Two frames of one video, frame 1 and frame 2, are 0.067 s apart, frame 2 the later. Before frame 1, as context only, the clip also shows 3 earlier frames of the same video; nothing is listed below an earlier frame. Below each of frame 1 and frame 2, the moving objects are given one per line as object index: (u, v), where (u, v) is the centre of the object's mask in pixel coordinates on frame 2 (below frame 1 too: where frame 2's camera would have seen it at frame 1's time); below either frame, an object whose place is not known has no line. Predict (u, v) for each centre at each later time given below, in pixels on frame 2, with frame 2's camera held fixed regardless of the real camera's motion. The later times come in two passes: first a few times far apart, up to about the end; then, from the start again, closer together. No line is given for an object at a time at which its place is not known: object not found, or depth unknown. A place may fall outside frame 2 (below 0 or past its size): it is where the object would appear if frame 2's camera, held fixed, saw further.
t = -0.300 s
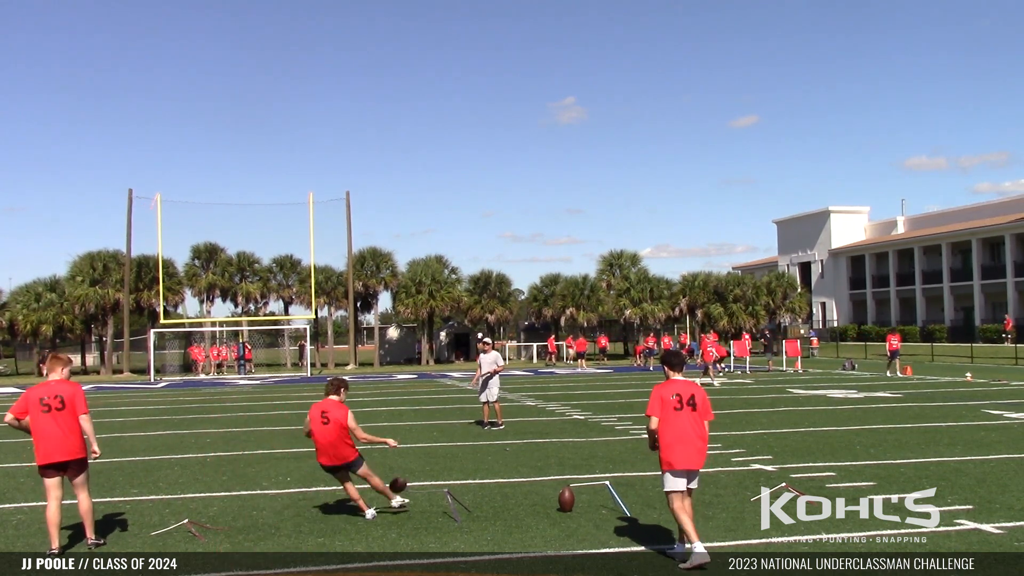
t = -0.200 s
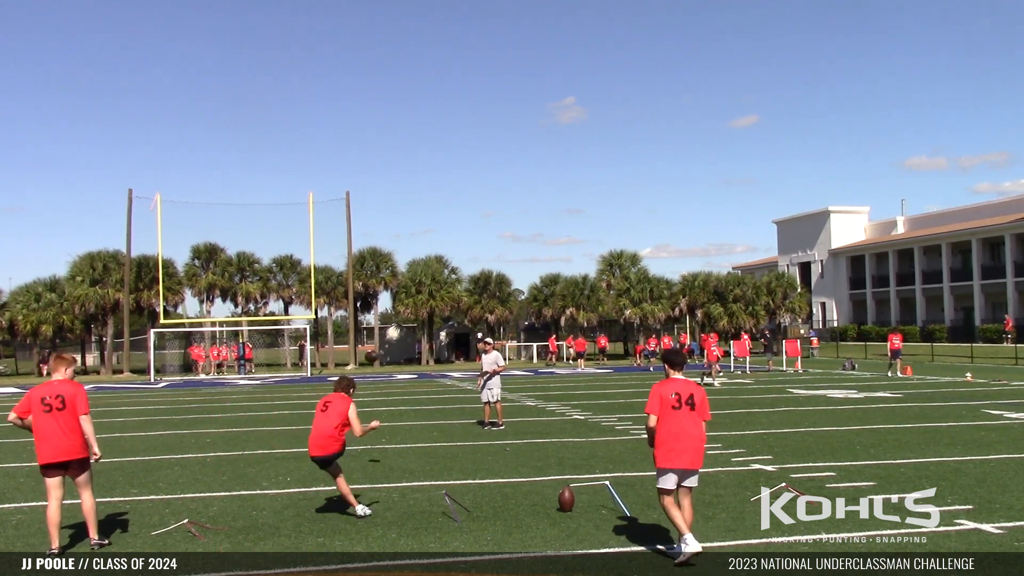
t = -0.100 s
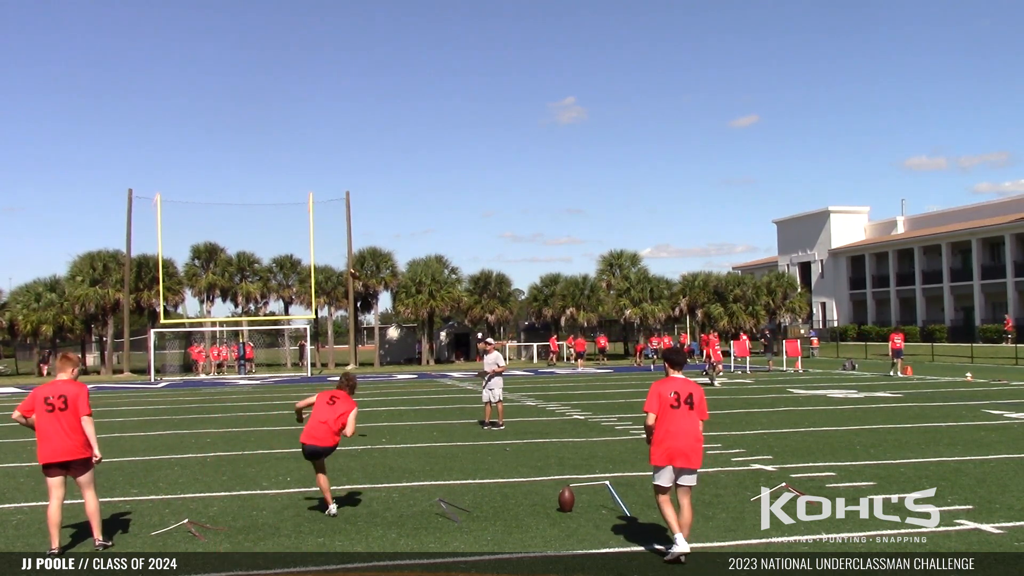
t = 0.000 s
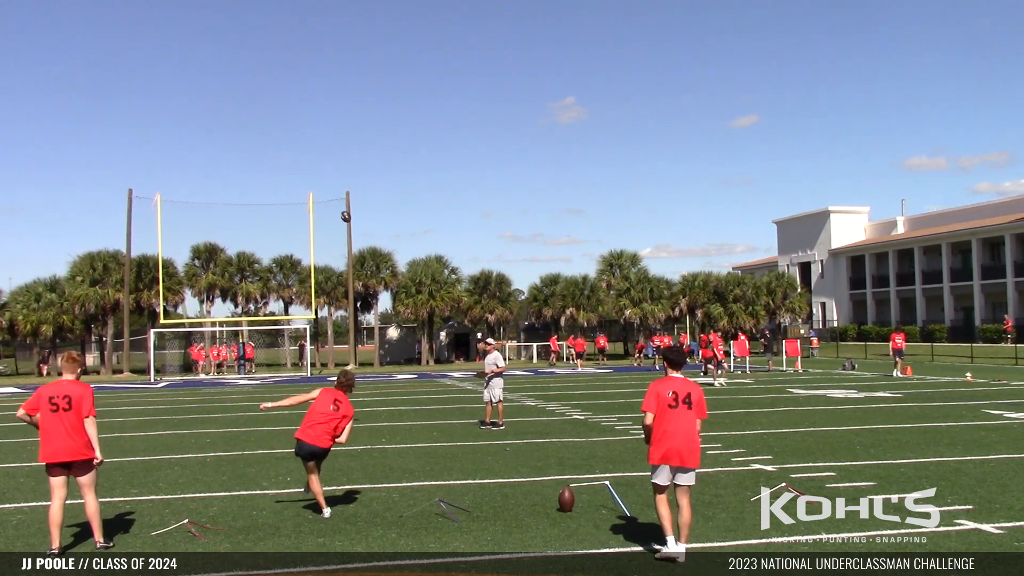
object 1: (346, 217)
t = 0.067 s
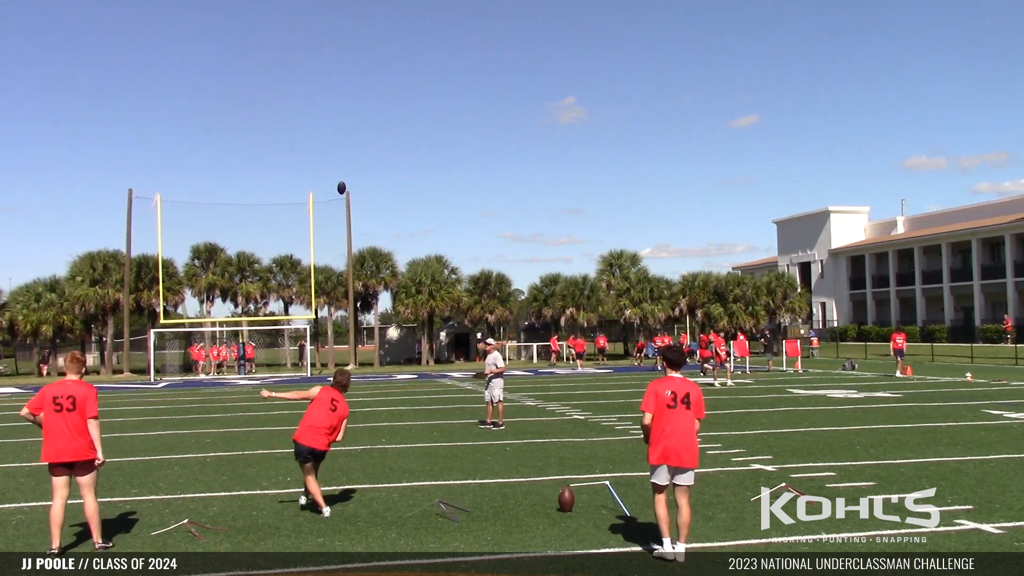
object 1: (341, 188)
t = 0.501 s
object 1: (329, 94)
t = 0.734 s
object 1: (321, 79)
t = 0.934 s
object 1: (311, 77)
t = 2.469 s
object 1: (222, 244)
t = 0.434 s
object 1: (330, 102)
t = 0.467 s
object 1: (330, 97)
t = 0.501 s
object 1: (329, 94)
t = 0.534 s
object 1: (328, 91)
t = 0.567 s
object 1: (327, 88)
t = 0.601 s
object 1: (326, 85)
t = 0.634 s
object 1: (325, 83)
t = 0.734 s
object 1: (321, 79)
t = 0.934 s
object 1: (311, 77)
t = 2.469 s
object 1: (222, 244)
